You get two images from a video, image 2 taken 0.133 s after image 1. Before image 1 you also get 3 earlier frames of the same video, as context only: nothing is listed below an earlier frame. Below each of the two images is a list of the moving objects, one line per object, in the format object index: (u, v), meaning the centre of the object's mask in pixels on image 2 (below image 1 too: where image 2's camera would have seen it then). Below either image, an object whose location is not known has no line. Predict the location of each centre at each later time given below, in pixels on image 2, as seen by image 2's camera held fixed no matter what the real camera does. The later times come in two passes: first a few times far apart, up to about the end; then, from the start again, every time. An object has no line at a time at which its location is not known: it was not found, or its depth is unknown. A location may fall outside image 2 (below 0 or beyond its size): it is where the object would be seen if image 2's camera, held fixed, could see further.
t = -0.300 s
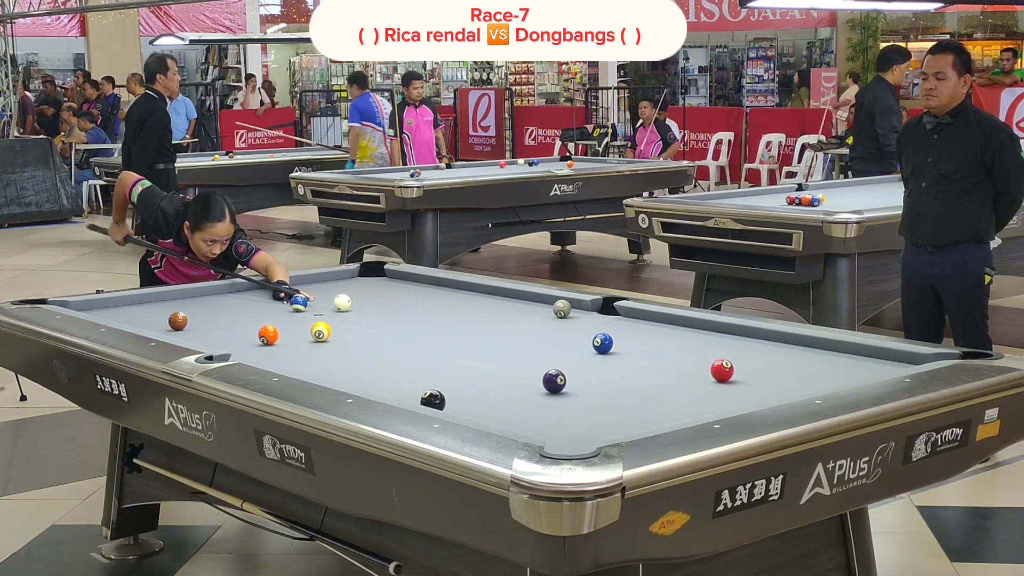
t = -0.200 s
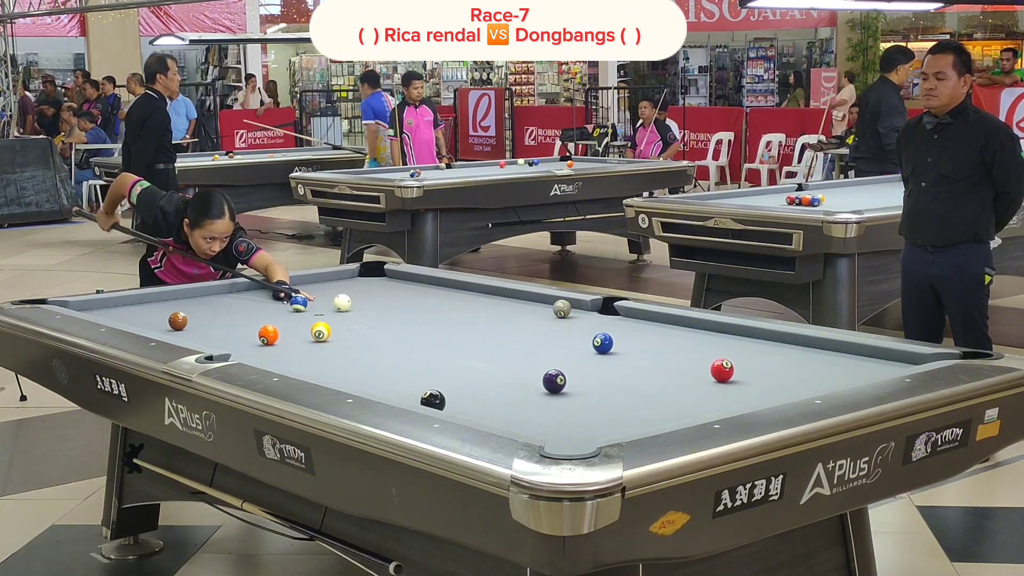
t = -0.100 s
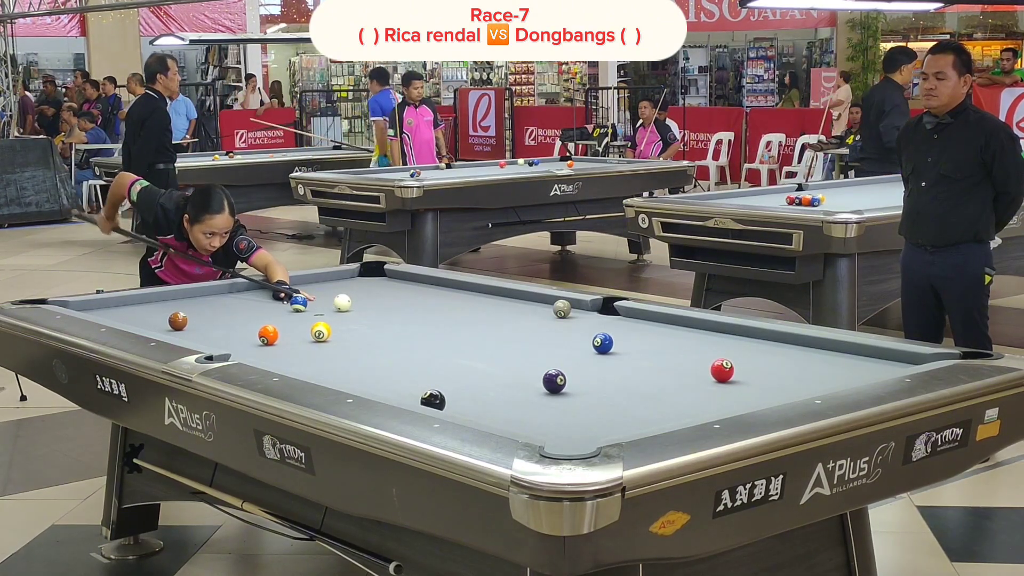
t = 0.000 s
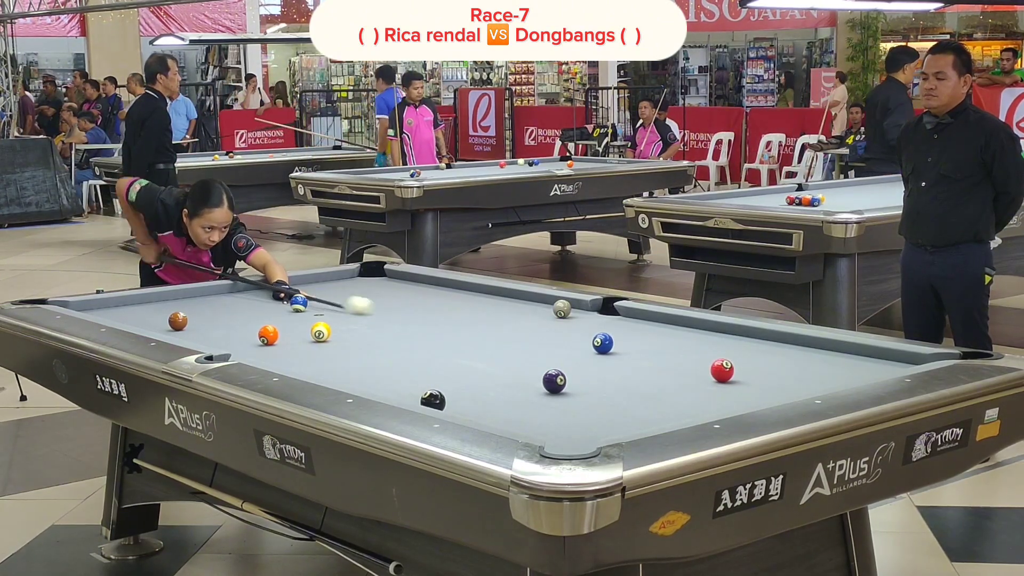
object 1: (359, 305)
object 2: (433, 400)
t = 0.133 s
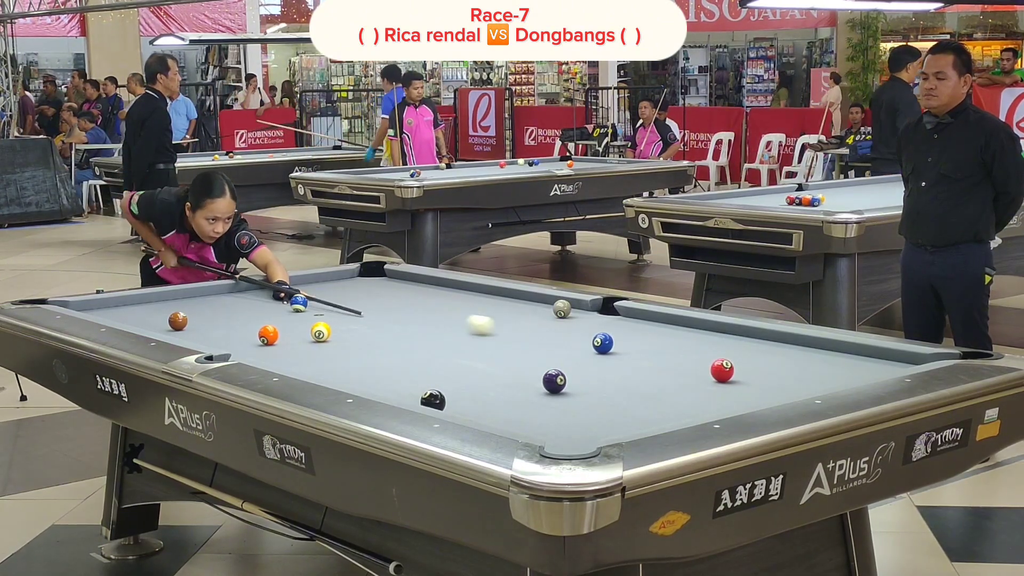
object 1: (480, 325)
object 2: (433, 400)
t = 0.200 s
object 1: (545, 335)
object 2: (433, 400)
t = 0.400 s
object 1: (557, 355)
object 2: (433, 400)
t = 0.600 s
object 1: (522, 367)
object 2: (433, 400)
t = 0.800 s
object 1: (484, 379)
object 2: (433, 400)
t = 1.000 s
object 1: (448, 390)
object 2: (433, 400)
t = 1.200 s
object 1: (399, 394)
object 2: (439, 403)
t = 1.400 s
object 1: (401, 390)
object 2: (450, 407)
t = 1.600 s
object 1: (403, 384)
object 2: (468, 411)
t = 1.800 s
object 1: (405, 377)
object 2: (485, 415)
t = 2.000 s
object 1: (407, 371)
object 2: (501, 418)
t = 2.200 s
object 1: (409, 365)
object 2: (516, 421)
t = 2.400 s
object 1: (411, 360)
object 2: (530, 423)
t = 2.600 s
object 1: (412, 355)
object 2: (543, 425)
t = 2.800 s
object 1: (414, 350)
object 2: (554, 427)
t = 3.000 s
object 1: (416, 346)
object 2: (565, 429)
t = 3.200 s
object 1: (417, 343)
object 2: (573, 430)
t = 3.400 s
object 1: (419, 339)
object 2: (580, 430)
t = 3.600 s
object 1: (420, 336)
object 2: (586, 431)
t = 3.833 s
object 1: (422, 333)
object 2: (591, 432)
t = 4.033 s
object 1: (424, 330)
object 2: (594, 432)
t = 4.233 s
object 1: (425, 328)
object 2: (596, 431)
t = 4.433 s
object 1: (427, 326)
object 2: (596, 431)
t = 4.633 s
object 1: (428, 324)
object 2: (596, 431)
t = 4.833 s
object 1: (429, 322)
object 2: (596, 431)
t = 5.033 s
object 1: (430, 321)
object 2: (596, 431)
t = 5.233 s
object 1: (431, 320)
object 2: (596, 431)
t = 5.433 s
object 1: (431, 319)
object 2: (596, 431)
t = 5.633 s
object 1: (433, 318)
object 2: (596, 431)
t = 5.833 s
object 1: (434, 317)
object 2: (596, 431)
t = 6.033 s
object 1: (435, 317)
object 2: (596, 431)
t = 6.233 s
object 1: (435, 317)
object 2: (596, 431)
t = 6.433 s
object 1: (435, 317)
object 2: (596, 431)
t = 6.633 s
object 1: (434, 317)
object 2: (596, 431)
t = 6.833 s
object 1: (434, 316)
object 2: (596, 431)
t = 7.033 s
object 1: (434, 316)
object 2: (596, 431)
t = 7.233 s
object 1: (434, 316)
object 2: (596, 431)
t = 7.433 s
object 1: (434, 316)
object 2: (596, 431)
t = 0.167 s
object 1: (512, 330)
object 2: (433, 400)
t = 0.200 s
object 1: (545, 335)
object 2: (433, 400)
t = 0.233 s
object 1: (577, 341)
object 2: (433, 400)
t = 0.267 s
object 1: (579, 344)
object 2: (433, 400)
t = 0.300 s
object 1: (574, 347)
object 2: (433, 400)
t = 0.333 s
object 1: (568, 350)
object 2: (433, 400)
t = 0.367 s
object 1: (563, 352)
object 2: (433, 400)
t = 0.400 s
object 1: (557, 355)
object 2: (433, 400)
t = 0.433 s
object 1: (551, 357)
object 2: (433, 400)
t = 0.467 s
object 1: (546, 359)
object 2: (433, 400)
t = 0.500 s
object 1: (540, 361)
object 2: (433, 400)
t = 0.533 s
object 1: (534, 363)
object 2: (433, 400)
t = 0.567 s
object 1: (528, 365)
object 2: (433, 400)
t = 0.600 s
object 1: (522, 367)
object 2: (433, 400)
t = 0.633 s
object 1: (516, 369)
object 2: (433, 400)
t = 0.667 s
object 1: (510, 371)
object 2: (433, 400)
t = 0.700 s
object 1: (504, 373)
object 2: (433, 400)
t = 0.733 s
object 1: (497, 375)
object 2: (433, 400)
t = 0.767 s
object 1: (491, 377)
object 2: (433, 400)
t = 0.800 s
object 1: (484, 379)
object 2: (433, 400)
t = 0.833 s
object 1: (478, 381)
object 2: (433, 400)
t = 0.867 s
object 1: (472, 383)
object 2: (433, 400)
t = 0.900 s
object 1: (465, 386)
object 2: (433, 400)
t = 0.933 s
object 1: (458, 388)
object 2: (433, 400)
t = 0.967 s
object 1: (452, 390)
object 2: (433, 400)
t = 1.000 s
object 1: (448, 390)
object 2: (433, 400)
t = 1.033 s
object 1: (441, 389)
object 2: (433, 400)
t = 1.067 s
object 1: (429, 389)
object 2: (433, 400)
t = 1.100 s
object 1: (420, 393)
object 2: (435, 401)
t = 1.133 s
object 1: (415, 395)
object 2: (437, 402)
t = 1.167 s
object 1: (407, 395)
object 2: (438, 402)
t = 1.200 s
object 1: (399, 394)
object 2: (439, 403)
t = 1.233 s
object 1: (399, 393)
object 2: (441, 404)
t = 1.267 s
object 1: (400, 393)
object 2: (442, 405)
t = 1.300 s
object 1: (400, 392)
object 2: (444, 405)
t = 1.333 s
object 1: (401, 392)
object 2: (445, 406)
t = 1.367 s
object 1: (401, 391)
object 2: (447, 407)
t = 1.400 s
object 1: (401, 390)
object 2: (450, 407)
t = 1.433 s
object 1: (401, 389)
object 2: (453, 408)
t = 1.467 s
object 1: (402, 389)
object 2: (456, 409)
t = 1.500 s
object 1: (402, 388)
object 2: (459, 409)
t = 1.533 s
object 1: (402, 387)
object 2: (462, 410)
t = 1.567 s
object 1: (402, 386)
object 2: (465, 410)
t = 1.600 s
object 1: (403, 384)
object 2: (468, 411)
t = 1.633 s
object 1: (403, 383)
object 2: (471, 412)
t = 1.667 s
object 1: (403, 382)
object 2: (474, 412)
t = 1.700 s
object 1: (404, 381)
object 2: (477, 413)
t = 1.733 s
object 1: (404, 380)
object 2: (480, 414)
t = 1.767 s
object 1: (405, 378)
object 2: (482, 414)
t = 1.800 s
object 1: (405, 377)
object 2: (485, 415)
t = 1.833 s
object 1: (405, 376)
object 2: (488, 415)
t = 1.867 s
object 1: (406, 375)
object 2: (491, 416)
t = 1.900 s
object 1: (406, 374)
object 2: (493, 416)
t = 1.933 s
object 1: (406, 373)
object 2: (496, 417)
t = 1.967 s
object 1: (407, 372)
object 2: (499, 417)
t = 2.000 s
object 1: (407, 371)
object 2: (501, 418)
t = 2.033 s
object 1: (407, 370)
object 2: (504, 418)
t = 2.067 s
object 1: (408, 369)
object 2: (506, 419)
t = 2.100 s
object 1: (408, 368)
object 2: (509, 419)
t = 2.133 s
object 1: (408, 367)
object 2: (512, 420)
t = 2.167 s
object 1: (409, 366)
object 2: (514, 420)
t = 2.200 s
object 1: (409, 365)
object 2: (516, 421)
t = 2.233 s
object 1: (409, 364)
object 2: (519, 421)
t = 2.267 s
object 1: (410, 364)
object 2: (521, 421)
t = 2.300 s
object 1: (410, 363)
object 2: (524, 422)
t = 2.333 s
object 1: (410, 362)
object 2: (526, 422)
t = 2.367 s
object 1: (410, 361)
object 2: (528, 423)
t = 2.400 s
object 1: (411, 360)
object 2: (530, 423)
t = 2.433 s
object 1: (411, 359)
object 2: (533, 424)
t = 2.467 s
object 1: (411, 358)
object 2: (535, 424)
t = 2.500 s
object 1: (412, 357)
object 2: (537, 424)
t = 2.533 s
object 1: (412, 357)
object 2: (539, 425)
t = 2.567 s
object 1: (412, 356)
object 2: (541, 425)
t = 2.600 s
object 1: (412, 355)
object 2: (543, 425)
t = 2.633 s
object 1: (413, 354)
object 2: (545, 426)
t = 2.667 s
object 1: (413, 353)
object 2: (547, 426)
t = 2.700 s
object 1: (413, 353)
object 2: (549, 426)
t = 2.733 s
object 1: (414, 352)
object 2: (551, 427)
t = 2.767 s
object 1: (414, 351)
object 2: (553, 427)
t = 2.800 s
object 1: (414, 350)
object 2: (554, 427)
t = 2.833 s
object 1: (414, 350)
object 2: (556, 428)
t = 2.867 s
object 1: (415, 349)
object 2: (558, 428)
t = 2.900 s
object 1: (415, 348)
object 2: (560, 428)
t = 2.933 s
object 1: (415, 348)
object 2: (561, 428)
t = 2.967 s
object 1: (415, 347)
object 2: (563, 428)
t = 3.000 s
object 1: (416, 346)
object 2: (565, 429)
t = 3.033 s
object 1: (416, 346)
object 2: (566, 429)
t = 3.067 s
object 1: (416, 345)
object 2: (568, 429)
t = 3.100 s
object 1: (417, 344)
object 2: (569, 429)
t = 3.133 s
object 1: (417, 344)
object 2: (570, 429)
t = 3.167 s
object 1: (417, 343)
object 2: (572, 429)
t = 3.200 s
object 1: (417, 343)
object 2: (573, 430)
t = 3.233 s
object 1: (418, 342)
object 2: (574, 430)
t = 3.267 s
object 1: (418, 341)
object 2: (576, 430)
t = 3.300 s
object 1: (418, 341)
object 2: (577, 430)
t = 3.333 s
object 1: (418, 340)
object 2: (578, 430)
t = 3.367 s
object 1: (419, 340)
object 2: (579, 430)
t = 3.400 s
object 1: (419, 339)
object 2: (580, 430)
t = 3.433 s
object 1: (419, 339)
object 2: (581, 431)
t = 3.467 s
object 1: (419, 338)
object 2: (582, 431)
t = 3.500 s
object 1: (420, 337)
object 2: (583, 431)
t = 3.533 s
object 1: (420, 337)
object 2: (584, 431)
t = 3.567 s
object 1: (420, 336)
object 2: (585, 431)
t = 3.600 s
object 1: (420, 336)
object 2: (586, 431)
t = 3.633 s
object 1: (420, 335)
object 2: (587, 431)
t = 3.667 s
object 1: (421, 335)
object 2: (588, 432)
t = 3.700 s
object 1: (421, 334)
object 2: (589, 432)
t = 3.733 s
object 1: (421, 334)
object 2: (590, 432)
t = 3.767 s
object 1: (421, 333)
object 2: (590, 432)
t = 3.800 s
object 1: (422, 333)
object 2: (591, 432)
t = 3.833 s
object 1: (422, 333)
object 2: (591, 432)
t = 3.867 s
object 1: (422, 332)
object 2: (592, 432)
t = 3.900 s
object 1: (422, 332)
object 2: (592, 432)
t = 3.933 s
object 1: (423, 331)
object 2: (593, 432)
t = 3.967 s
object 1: (423, 331)
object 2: (593, 432)
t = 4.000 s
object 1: (423, 330)
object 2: (594, 432)
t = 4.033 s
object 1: (424, 330)
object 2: (594, 432)
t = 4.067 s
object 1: (424, 330)
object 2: (595, 432)
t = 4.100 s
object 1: (424, 329)
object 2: (595, 431)
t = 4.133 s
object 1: (424, 329)
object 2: (595, 431)
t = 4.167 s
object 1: (424, 328)
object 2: (596, 431)
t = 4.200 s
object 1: (425, 328)
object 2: (596, 431)
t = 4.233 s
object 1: (425, 328)
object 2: (596, 431)
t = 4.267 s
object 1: (425, 327)
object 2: (596, 431)
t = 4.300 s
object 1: (426, 327)
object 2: (596, 431)
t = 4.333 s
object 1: (426, 327)
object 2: (596, 431)
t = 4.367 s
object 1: (426, 326)
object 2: (596, 431)
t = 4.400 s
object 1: (426, 326)
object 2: (596, 431)
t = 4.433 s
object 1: (427, 326)
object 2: (596, 431)
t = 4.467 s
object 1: (427, 325)
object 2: (596, 431)
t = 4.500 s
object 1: (427, 325)
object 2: (596, 431)
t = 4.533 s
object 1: (427, 325)
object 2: (596, 431)
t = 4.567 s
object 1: (427, 324)
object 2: (596, 431)
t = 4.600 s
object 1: (428, 324)
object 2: (596, 431)
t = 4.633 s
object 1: (428, 324)
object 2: (596, 431)
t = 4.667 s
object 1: (428, 323)
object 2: (596, 431)
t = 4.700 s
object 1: (428, 323)
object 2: (596, 431)
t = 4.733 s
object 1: (428, 323)
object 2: (596, 431)
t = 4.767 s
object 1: (428, 323)
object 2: (596, 431)
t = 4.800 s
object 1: (429, 322)
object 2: (596, 431)
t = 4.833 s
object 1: (429, 322)
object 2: (596, 431)
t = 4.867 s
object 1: (429, 322)
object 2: (596, 431)
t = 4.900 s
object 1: (429, 322)
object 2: (596, 431)
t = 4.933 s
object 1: (429, 321)
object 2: (596, 431)
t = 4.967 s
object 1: (430, 321)
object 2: (596, 431)
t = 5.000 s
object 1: (430, 321)
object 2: (596, 431)
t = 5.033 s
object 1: (430, 321)
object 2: (596, 431)
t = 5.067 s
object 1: (430, 321)
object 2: (596, 431)
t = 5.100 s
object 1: (430, 320)
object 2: (596, 431)
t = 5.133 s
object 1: (430, 320)
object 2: (596, 431)
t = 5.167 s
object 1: (430, 320)
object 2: (596, 431)
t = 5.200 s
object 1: (431, 320)
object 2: (596, 431)
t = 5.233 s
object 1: (431, 320)
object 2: (596, 431)
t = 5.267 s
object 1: (431, 319)
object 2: (596, 431)
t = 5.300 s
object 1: (431, 319)
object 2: (596, 431)
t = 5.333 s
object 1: (431, 319)
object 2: (596, 431)
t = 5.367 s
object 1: (431, 319)
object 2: (596, 431)
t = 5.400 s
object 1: (431, 319)
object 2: (596, 431)
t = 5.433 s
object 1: (431, 319)
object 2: (596, 431)
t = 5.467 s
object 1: (432, 318)
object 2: (596, 431)
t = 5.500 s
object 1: (432, 318)
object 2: (596, 431)
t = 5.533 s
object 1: (432, 318)
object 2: (596, 431)
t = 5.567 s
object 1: (432, 318)
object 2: (596, 431)
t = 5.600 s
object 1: (432, 318)
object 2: (596, 431)
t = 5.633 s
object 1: (433, 318)
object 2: (596, 431)
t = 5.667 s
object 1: (433, 318)
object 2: (596, 431)
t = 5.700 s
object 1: (433, 317)
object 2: (596, 431)
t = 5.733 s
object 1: (433, 317)
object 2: (596, 431)
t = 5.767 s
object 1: (433, 317)
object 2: (596, 431)
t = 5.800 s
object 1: (433, 317)
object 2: (596, 431)
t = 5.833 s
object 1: (434, 317)
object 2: (596, 431)
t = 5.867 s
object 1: (434, 317)
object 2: (596, 431)
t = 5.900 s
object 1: (434, 317)
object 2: (596, 431)
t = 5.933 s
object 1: (434, 317)
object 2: (596, 431)
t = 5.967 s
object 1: (434, 317)
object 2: (596, 431)
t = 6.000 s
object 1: (434, 317)
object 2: (596, 431)
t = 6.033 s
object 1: (435, 317)
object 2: (596, 431)
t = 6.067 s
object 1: (435, 317)
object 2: (596, 431)
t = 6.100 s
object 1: (435, 317)
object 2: (596, 431)
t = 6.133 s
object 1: (435, 317)
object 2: (596, 431)
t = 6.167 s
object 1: (435, 317)
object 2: (596, 431)
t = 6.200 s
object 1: (435, 317)
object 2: (596, 431)
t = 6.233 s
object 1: (435, 317)
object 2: (596, 431)
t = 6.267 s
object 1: (435, 317)
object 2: (596, 431)
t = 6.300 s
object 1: (435, 317)
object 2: (596, 431)
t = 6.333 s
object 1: (435, 317)
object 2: (596, 431)
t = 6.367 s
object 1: (435, 317)
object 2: (596, 431)
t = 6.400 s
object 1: (435, 317)
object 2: (596, 431)
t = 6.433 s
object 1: (435, 317)
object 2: (596, 431)
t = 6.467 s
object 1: (435, 317)
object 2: (596, 431)
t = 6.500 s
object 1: (435, 317)
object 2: (596, 431)
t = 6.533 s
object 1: (434, 317)
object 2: (596, 431)
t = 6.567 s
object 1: (434, 317)
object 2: (596, 431)
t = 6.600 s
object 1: (434, 317)
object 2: (596, 431)
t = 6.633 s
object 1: (434, 317)
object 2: (596, 431)
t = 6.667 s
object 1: (434, 317)
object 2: (596, 431)
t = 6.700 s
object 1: (434, 317)
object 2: (596, 431)
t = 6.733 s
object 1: (434, 316)
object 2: (596, 431)
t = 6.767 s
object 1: (434, 317)
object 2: (596, 431)
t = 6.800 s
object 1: (434, 316)
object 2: (596, 431)
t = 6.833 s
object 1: (434, 316)
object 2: (596, 431)
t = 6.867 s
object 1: (434, 316)
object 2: (596, 431)
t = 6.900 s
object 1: (434, 316)
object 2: (596, 431)
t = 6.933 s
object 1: (434, 316)
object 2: (596, 431)
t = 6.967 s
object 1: (434, 316)
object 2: (596, 431)
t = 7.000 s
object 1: (434, 316)
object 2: (596, 431)
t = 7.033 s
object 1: (434, 316)
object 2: (596, 431)
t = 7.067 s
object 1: (434, 316)
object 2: (596, 431)
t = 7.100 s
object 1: (434, 316)
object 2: (596, 431)
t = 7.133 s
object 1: (434, 316)
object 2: (596, 431)
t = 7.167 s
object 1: (434, 316)
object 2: (596, 431)
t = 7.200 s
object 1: (434, 316)
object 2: (596, 431)
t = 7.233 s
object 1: (434, 316)
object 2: (596, 431)
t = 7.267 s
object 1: (434, 316)
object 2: (596, 431)
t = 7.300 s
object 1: (434, 316)
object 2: (596, 431)
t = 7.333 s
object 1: (434, 316)
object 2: (596, 431)
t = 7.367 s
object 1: (434, 316)
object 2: (596, 431)
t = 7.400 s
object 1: (434, 316)
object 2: (596, 431)
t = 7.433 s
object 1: (434, 316)
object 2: (596, 431)
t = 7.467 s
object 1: (434, 316)
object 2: (596, 431)
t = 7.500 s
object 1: (434, 316)
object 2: (596, 431)
